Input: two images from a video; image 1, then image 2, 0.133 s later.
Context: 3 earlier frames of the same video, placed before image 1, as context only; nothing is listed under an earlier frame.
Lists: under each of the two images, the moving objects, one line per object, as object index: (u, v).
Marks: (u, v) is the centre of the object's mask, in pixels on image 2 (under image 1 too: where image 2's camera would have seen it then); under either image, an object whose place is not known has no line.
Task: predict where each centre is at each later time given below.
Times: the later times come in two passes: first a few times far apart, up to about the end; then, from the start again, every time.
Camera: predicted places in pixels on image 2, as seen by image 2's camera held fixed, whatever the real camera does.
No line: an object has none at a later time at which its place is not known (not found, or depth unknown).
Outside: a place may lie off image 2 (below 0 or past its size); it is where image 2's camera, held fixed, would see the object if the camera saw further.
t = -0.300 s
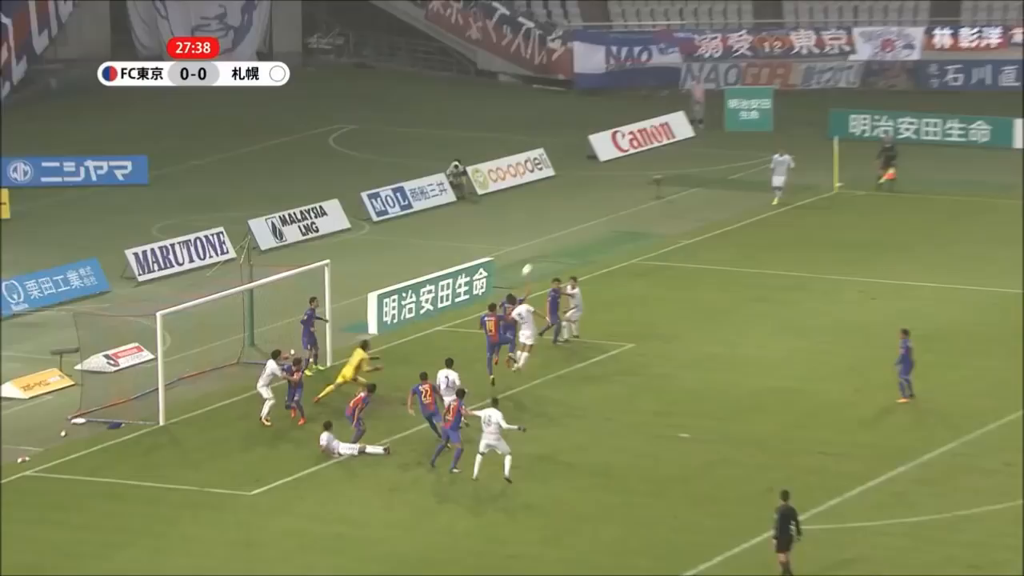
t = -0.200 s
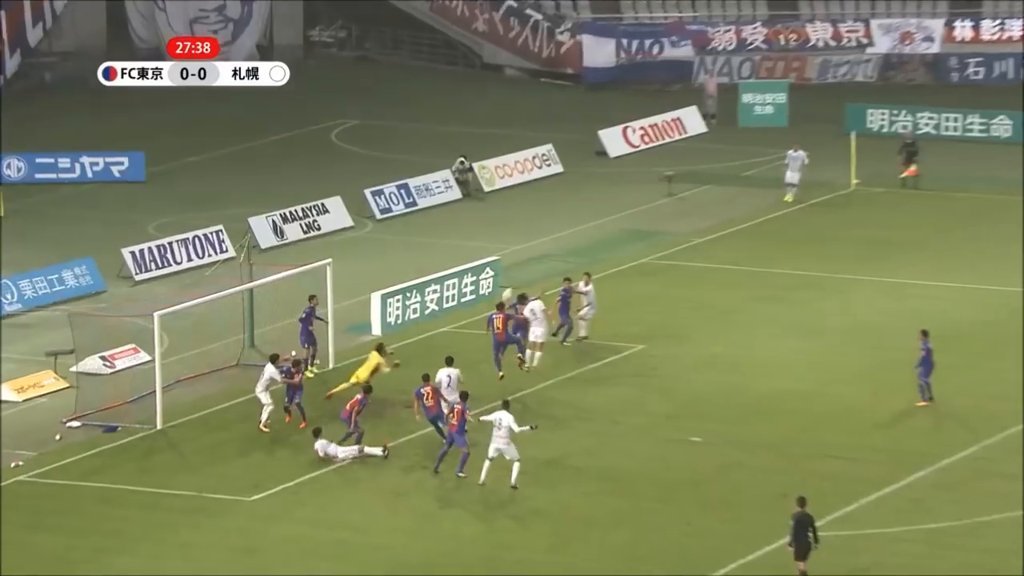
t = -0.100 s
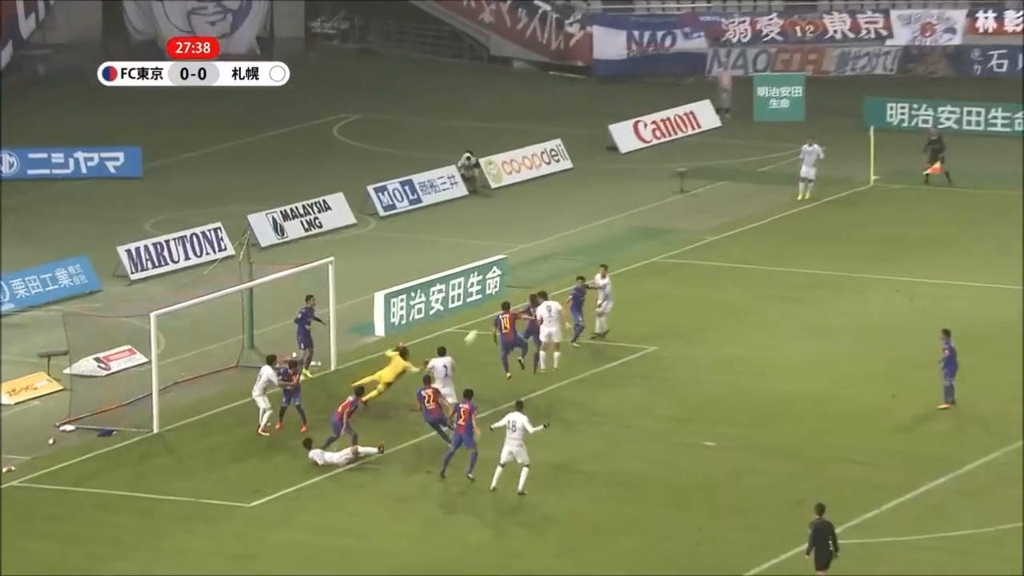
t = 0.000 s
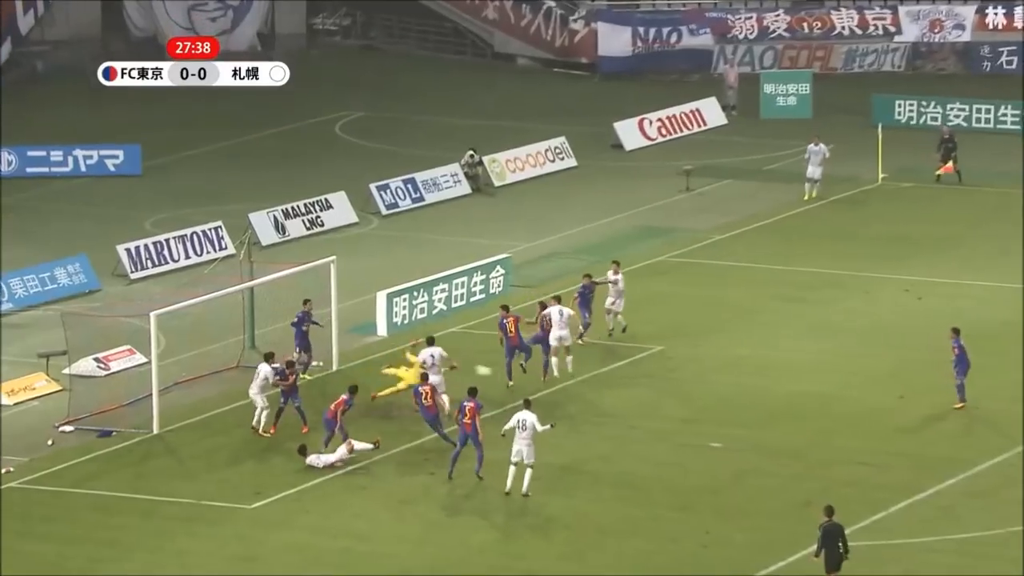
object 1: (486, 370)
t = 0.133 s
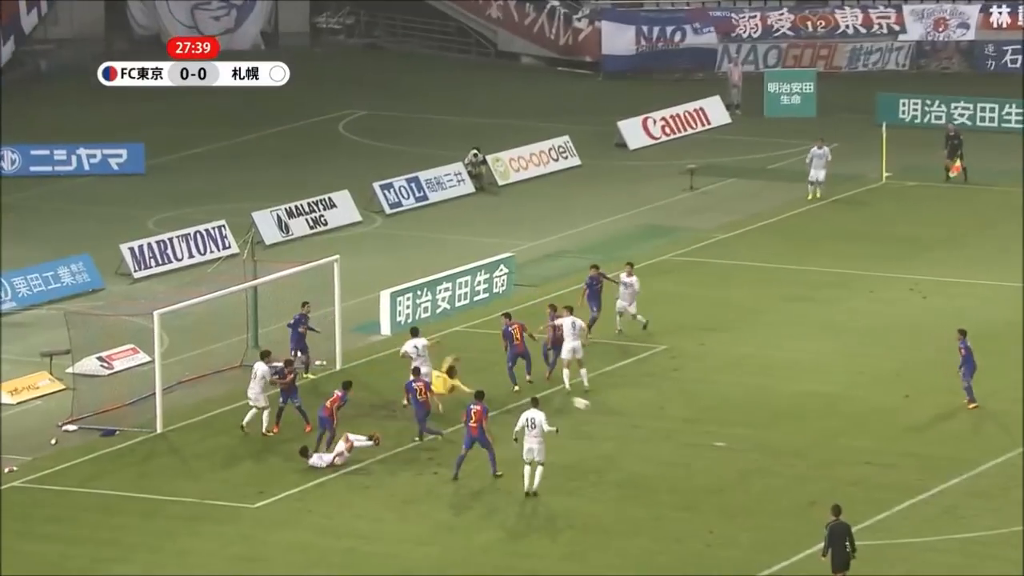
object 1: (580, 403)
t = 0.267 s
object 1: (666, 427)
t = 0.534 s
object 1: (819, 424)
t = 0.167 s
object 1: (603, 413)
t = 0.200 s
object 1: (624, 423)
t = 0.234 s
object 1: (646, 431)
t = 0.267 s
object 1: (666, 427)
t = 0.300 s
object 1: (685, 424)
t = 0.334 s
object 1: (705, 422)
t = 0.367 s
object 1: (724, 421)
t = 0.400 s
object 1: (743, 420)
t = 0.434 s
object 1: (762, 420)
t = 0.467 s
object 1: (782, 421)
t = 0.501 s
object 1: (800, 422)
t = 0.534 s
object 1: (819, 424)
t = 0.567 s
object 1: (838, 427)
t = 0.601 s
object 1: (856, 431)
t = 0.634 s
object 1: (875, 435)
